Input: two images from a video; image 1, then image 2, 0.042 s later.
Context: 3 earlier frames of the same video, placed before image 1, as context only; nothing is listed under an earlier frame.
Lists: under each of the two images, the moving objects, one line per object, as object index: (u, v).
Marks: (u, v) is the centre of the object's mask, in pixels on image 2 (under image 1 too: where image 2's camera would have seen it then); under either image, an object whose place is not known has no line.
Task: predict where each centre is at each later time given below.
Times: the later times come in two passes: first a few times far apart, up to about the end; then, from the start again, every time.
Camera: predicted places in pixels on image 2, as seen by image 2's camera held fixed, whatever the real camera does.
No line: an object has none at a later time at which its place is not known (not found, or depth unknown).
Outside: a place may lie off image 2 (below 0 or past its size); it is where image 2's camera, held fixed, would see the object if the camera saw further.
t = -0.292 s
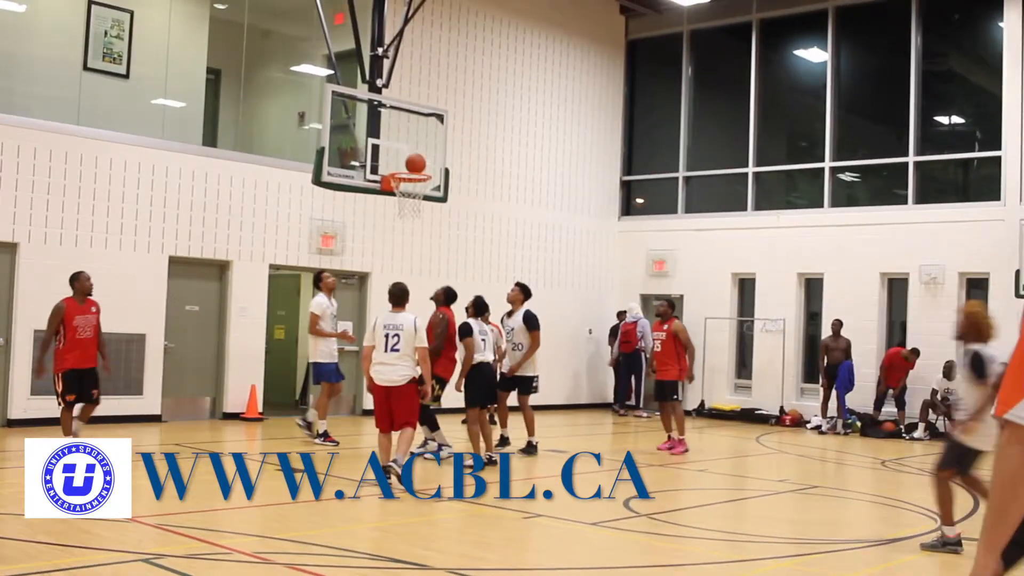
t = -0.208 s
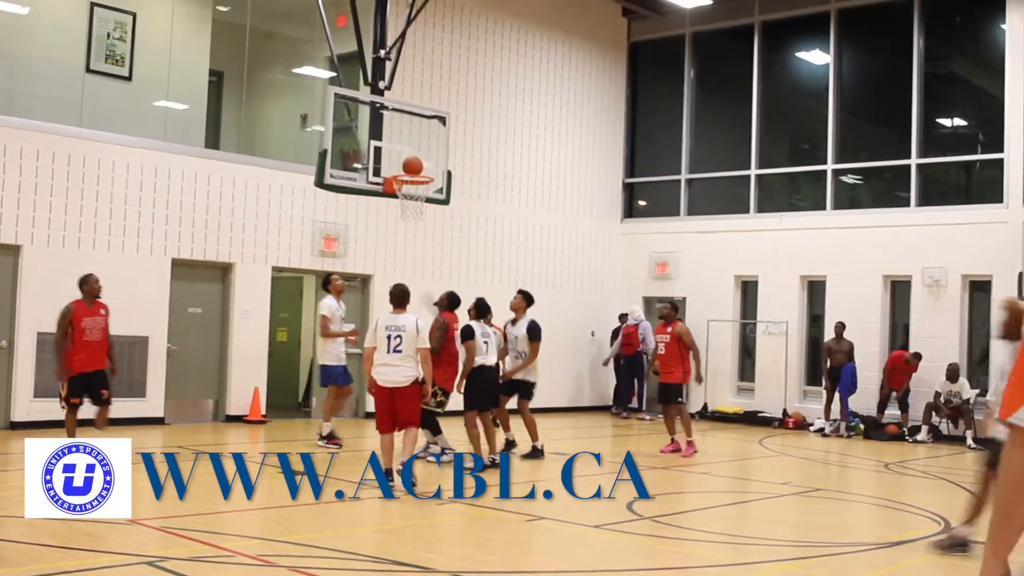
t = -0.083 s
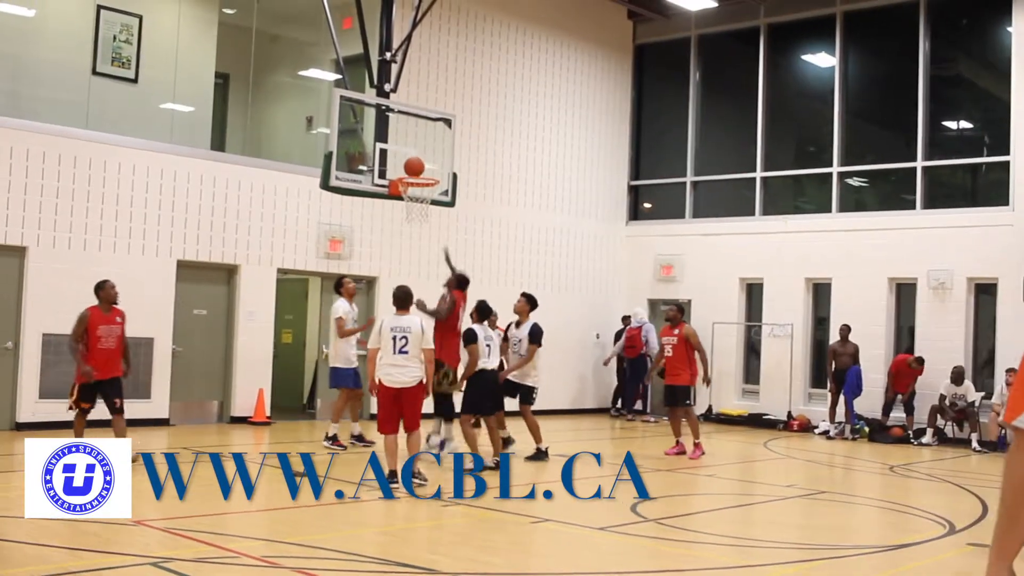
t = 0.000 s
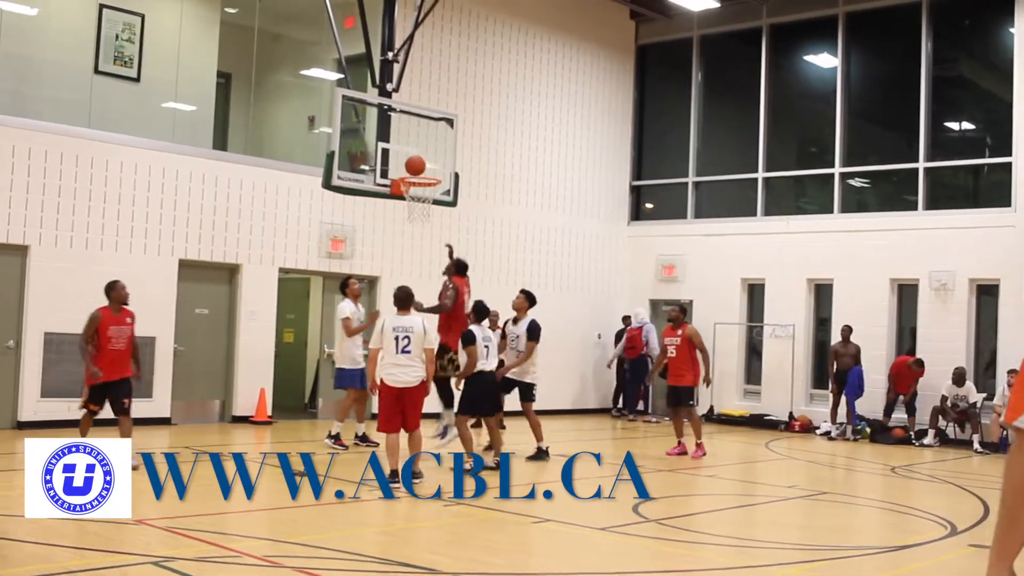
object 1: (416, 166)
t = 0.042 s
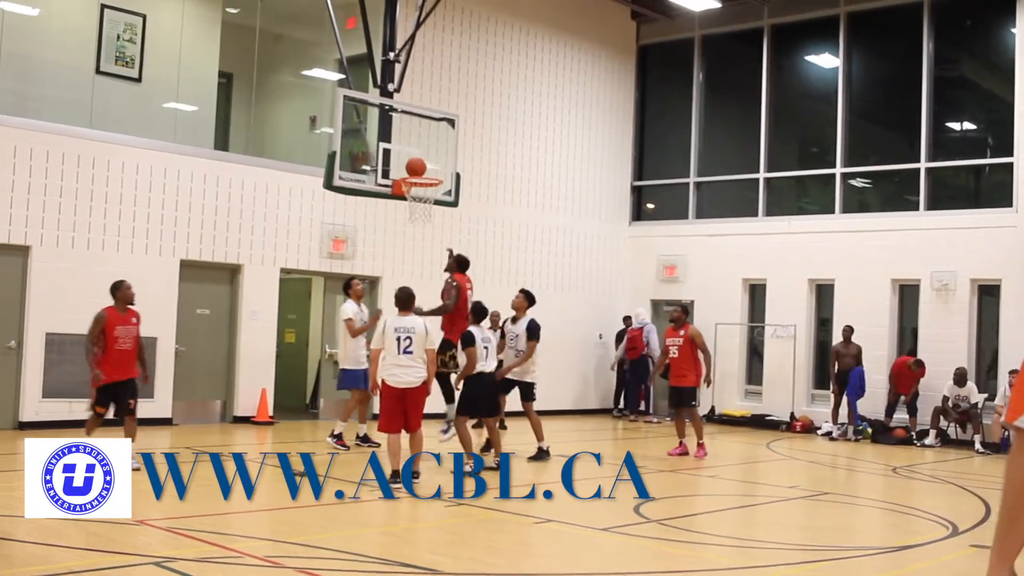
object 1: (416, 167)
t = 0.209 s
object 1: (415, 167)
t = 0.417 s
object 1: (416, 181)
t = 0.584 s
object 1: (417, 210)
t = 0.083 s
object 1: (415, 169)
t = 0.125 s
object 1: (415, 169)
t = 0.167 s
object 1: (415, 167)
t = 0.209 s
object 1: (415, 167)
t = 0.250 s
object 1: (415, 168)
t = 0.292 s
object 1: (415, 169)
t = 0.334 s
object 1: (415, 171)
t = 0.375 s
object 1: (415, 172)
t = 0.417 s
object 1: (416, 181)
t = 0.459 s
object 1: (417, 187)
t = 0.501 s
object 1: (417, 194)
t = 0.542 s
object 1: (416, 201)
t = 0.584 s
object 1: (417, 210)
